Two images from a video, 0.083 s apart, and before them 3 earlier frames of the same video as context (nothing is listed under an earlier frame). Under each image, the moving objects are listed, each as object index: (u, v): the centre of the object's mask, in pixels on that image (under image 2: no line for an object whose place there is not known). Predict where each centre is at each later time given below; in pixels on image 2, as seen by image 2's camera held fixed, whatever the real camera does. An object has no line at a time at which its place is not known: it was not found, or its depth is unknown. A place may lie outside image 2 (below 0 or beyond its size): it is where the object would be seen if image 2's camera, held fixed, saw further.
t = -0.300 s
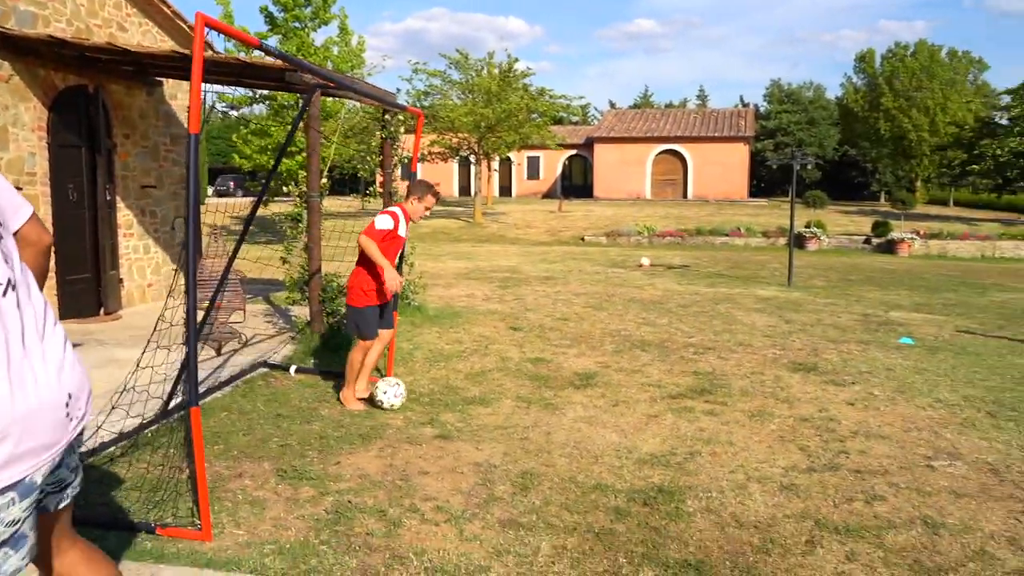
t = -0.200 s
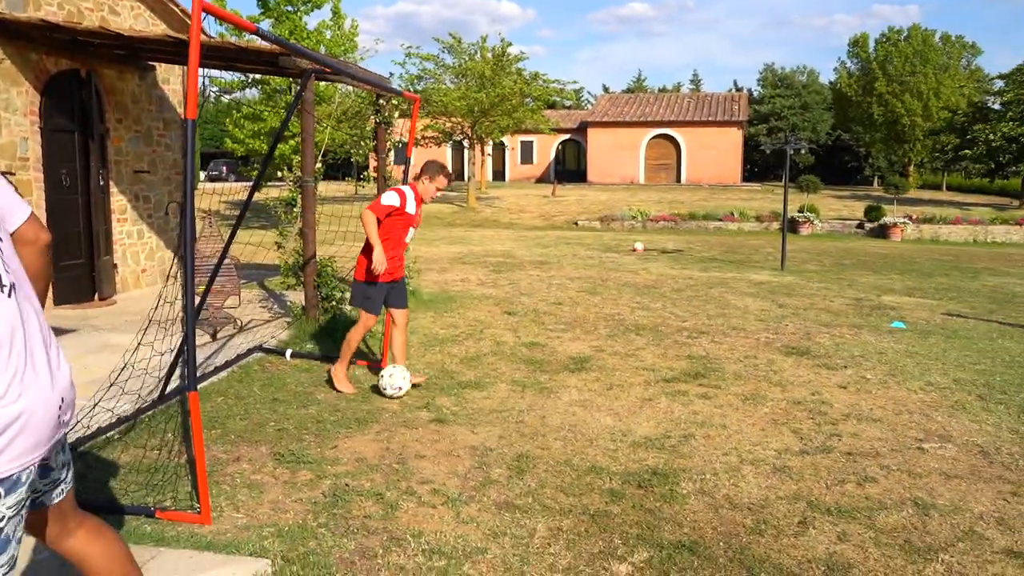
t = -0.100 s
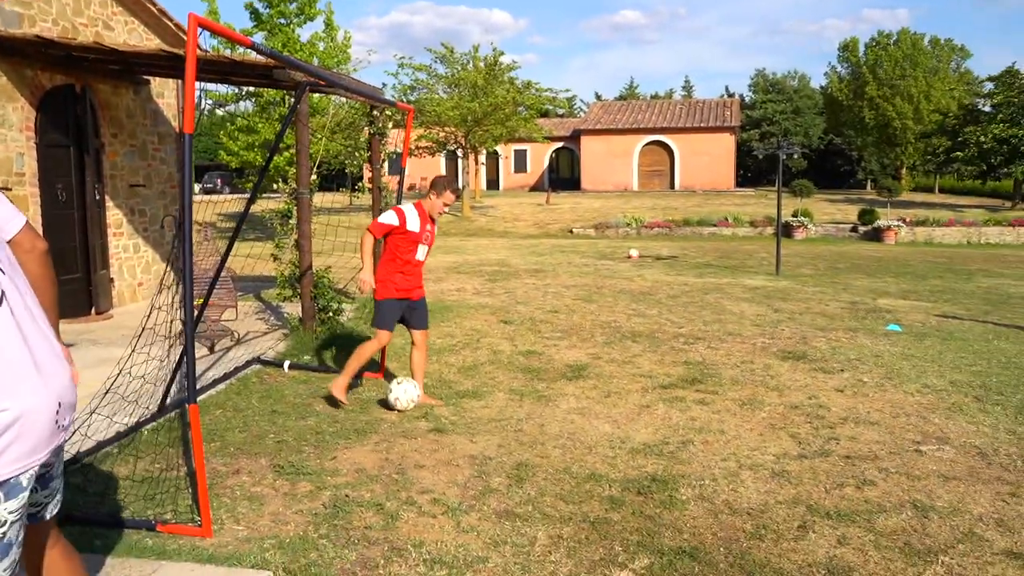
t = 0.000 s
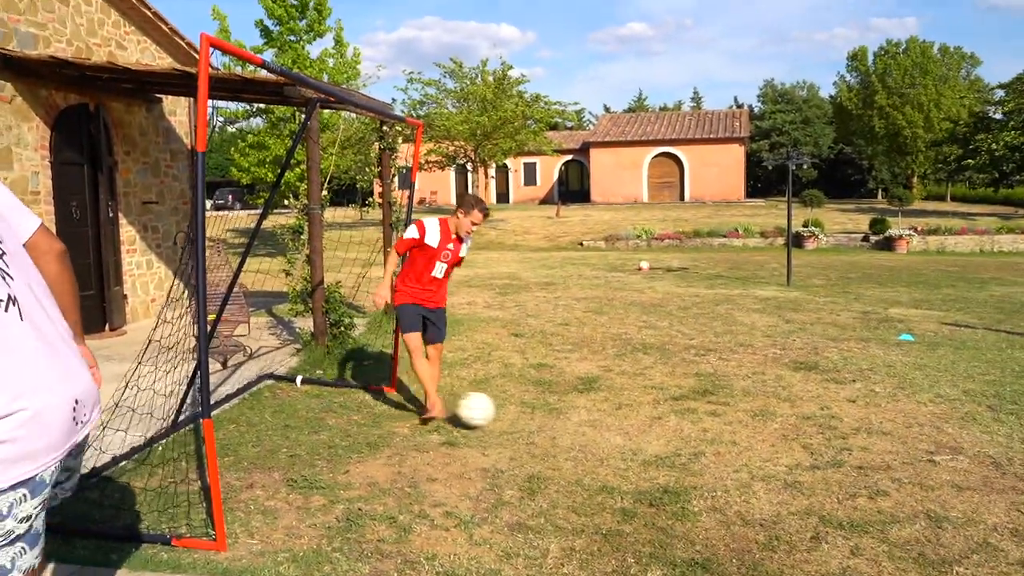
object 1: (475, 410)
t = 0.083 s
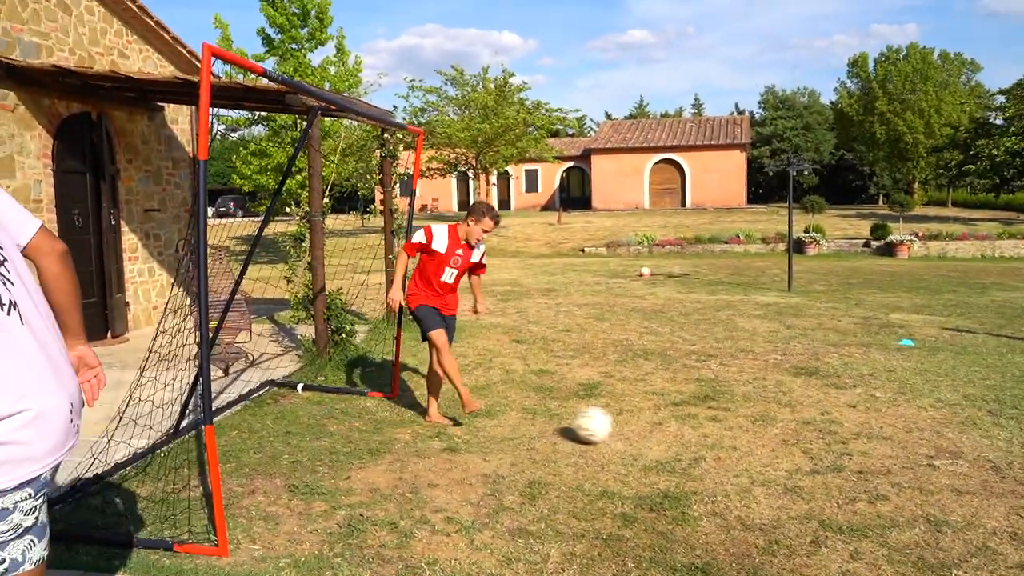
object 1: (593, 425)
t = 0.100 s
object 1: (617, 428)
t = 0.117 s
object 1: (641, 430)
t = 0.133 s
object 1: (661, 429)
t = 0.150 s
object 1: (684, 428)
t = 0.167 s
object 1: (704, 427)
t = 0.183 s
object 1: (725, 427)
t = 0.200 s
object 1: (747, 428)
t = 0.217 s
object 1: (768, 428)
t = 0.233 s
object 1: (790, 429)
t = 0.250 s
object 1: (812, 430)
